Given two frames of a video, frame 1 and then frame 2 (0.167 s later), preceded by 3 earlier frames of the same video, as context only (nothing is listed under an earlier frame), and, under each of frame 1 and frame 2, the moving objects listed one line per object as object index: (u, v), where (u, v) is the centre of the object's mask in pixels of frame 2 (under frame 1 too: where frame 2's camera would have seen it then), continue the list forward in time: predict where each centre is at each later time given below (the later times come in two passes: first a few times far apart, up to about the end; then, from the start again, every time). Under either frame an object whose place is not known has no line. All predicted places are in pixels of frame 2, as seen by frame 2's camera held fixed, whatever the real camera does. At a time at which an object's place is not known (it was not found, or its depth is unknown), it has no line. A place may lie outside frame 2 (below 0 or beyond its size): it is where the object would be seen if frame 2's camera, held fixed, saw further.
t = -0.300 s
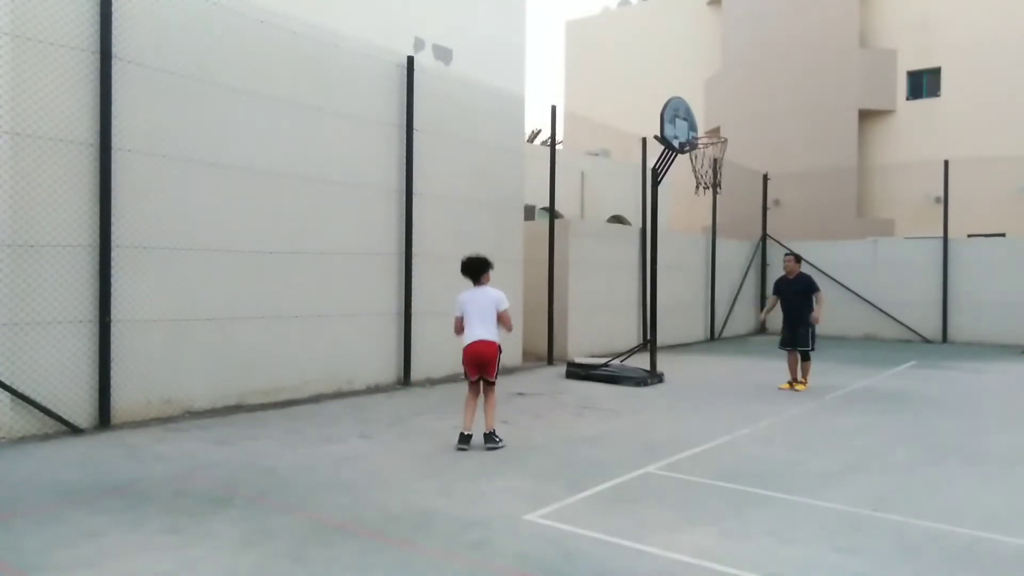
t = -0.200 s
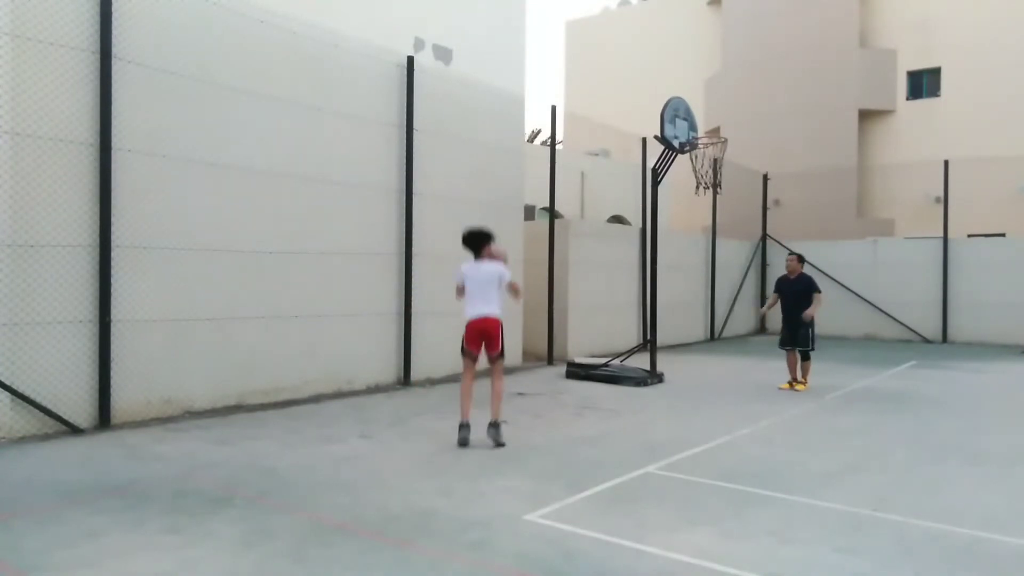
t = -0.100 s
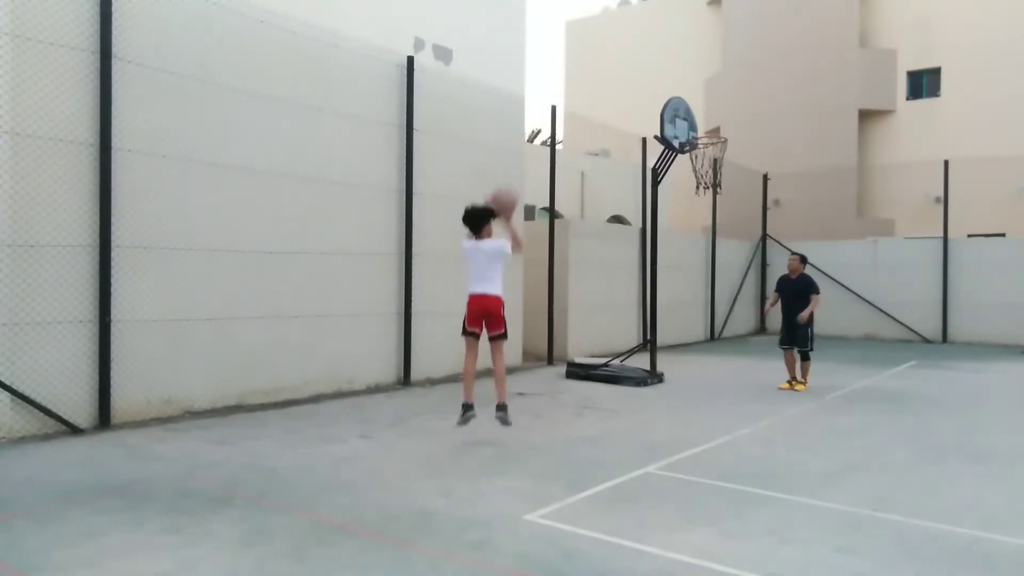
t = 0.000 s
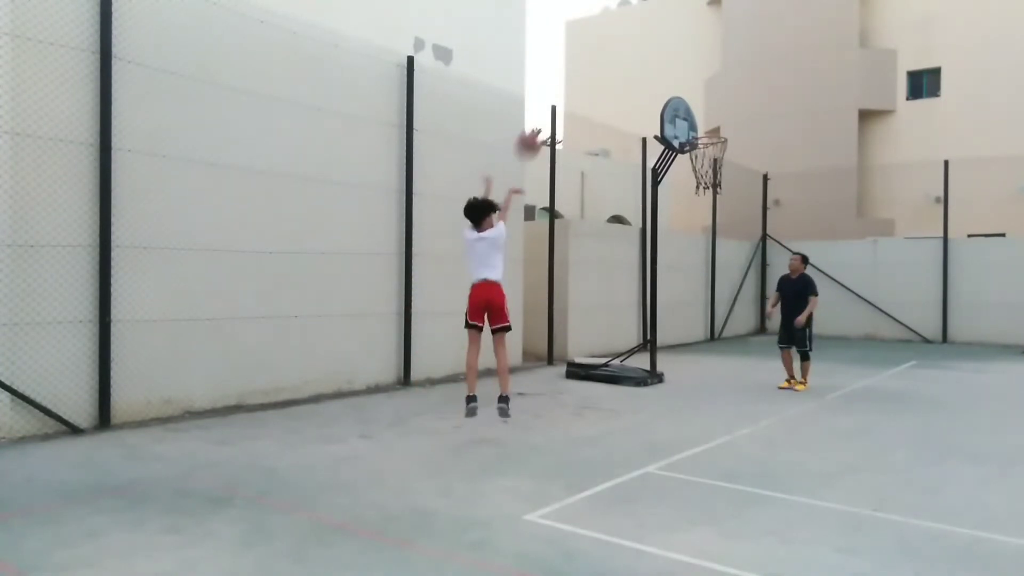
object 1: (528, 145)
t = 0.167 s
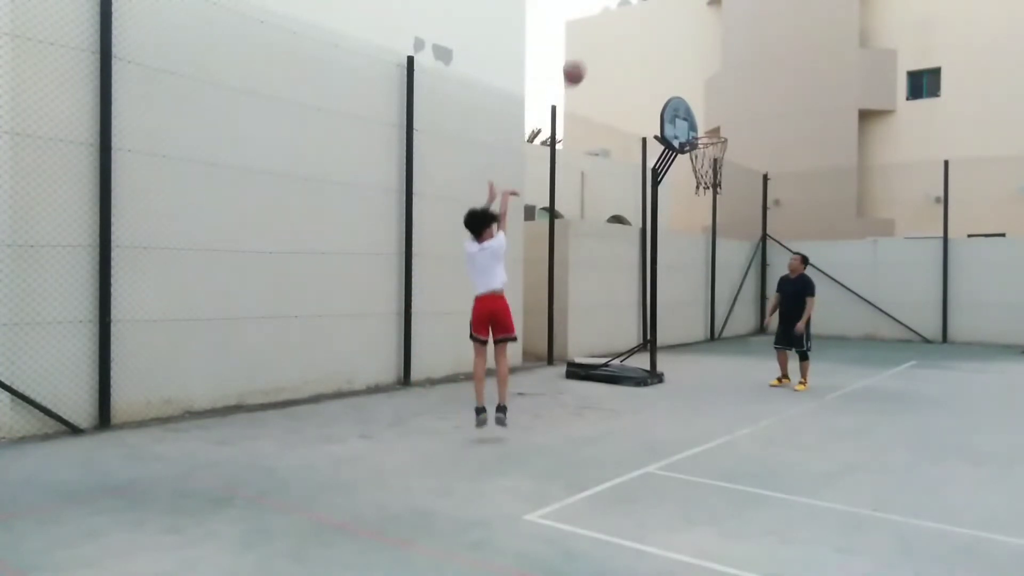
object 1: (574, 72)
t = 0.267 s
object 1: (595, 49)
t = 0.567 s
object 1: (653, 39)
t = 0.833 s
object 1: (695, 95)
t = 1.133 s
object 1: (719, 180)
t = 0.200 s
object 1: (580, 64)
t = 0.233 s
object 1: (588, 55)
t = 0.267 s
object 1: (595, 49)
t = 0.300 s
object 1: (602, 43)
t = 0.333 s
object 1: (609, 39)
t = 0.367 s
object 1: (616, 36)
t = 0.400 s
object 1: (623, 34)
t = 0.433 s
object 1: (629, 33)
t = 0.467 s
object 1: (636, 33)
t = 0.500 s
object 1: (642, 34)
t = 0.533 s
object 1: (648, 36)
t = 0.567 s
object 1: (653, 39)
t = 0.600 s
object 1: (659, 44)
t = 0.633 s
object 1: (664, 49)
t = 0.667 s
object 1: (670, 54)
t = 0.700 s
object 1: (675, 61)
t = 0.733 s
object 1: (680, 68)
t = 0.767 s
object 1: (686, 77)
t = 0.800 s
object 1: (690, 86)
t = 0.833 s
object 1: (695, 95)
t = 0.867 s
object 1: (700, 106)
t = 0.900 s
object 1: (704, 118)
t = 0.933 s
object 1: (708, 130)
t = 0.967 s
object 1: (711, 144)
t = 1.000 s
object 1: (717, 155)
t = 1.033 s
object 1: (719, 167)
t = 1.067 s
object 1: (719, 174)
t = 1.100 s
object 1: (719, 176)
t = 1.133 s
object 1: (719, 180)
